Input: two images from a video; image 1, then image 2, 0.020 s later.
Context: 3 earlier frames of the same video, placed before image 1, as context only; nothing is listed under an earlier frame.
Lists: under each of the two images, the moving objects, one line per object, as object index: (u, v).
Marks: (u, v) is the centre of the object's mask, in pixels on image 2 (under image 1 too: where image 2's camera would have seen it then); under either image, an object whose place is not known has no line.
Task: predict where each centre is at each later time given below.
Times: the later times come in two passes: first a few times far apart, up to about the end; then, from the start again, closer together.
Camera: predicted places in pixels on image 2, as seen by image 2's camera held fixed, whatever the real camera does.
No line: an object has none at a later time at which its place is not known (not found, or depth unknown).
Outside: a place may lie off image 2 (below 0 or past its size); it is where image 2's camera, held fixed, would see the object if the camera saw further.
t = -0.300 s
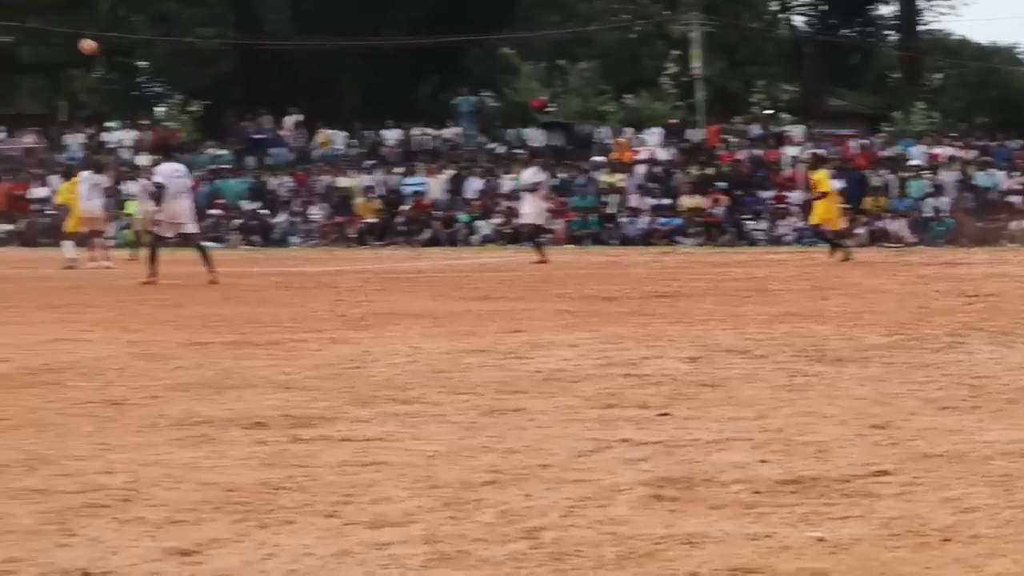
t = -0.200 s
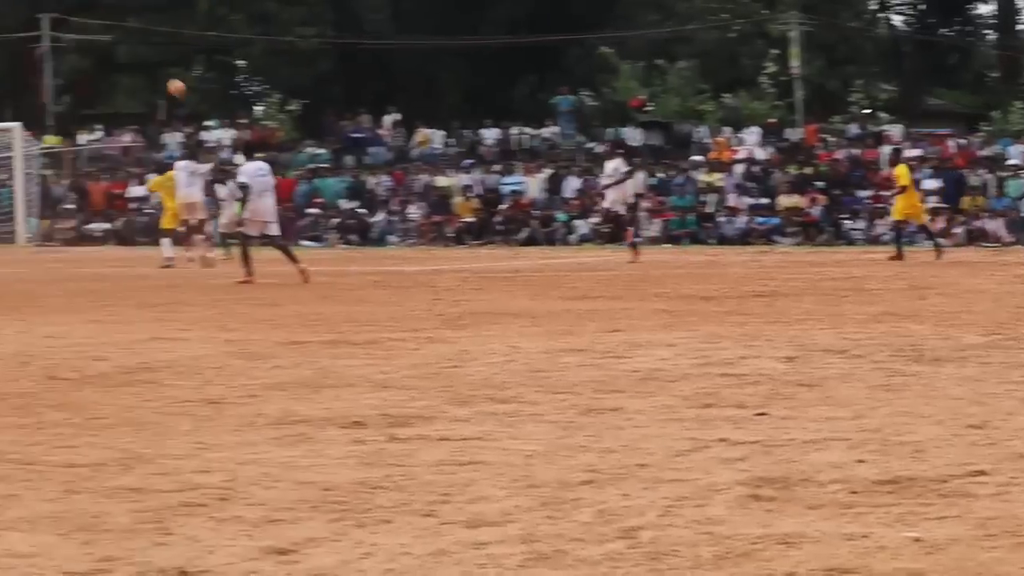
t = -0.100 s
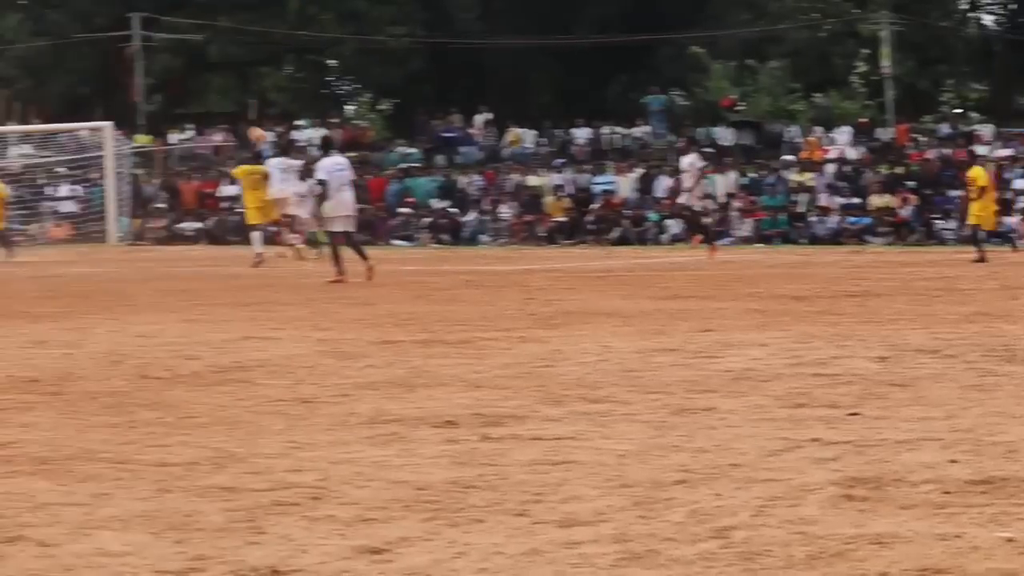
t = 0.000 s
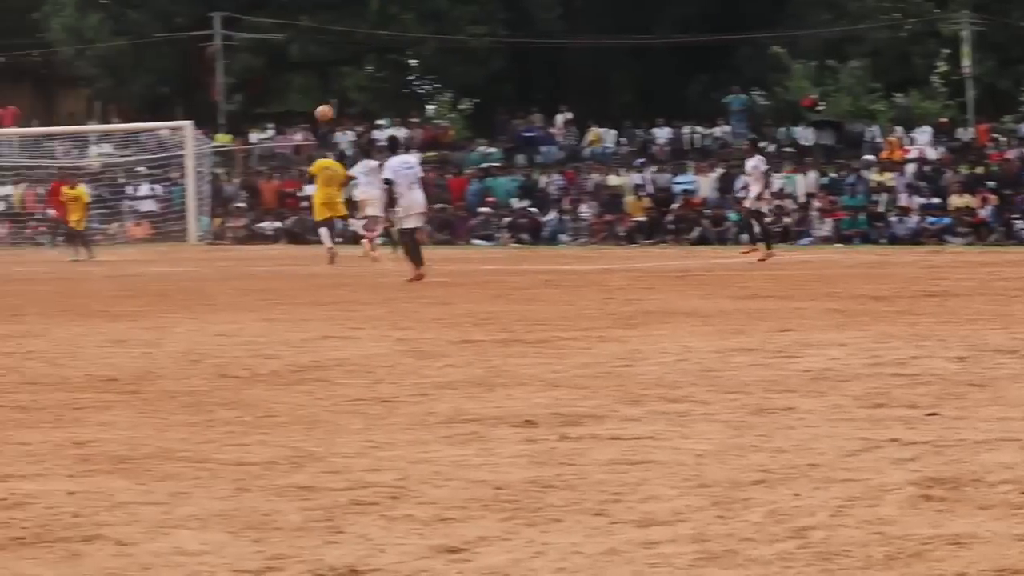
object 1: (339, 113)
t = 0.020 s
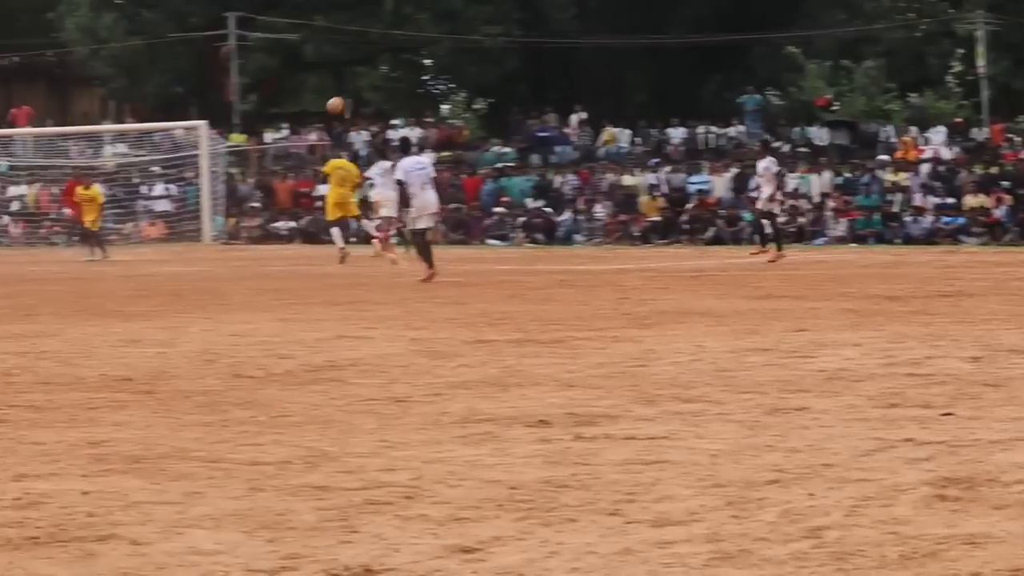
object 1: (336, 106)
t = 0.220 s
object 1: (304, 46)
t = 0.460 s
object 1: (270, 12)
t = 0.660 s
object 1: (242, 12)
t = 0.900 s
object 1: (212, 48)
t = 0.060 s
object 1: (329, 91)
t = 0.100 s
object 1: (322, 79)
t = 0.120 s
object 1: (319, 73)
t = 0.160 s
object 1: (313, 60)
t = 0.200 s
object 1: (306, 50)
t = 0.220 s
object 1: (304, 46)
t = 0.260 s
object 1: (298, 37)
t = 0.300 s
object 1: (292, 30)
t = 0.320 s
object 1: (289, 27)
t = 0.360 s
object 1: (283, 21)
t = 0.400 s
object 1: (277, 16)
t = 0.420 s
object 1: (275, 15)
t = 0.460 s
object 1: (270, 12)
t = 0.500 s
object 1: (264, 9)
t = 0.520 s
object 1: (261, 9)
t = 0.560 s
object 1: (256, 8)
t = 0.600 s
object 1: (250, 9)
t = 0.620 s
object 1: (248, 9)
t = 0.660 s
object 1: (242, 12)
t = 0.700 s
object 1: (238, 15)
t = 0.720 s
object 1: (235, 17)
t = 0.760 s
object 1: (229, 22)
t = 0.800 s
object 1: (225, 28)
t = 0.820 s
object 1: (222, 31)
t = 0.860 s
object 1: (217, 39)
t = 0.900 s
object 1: (212, 48)
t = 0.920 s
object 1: (210, 52)
